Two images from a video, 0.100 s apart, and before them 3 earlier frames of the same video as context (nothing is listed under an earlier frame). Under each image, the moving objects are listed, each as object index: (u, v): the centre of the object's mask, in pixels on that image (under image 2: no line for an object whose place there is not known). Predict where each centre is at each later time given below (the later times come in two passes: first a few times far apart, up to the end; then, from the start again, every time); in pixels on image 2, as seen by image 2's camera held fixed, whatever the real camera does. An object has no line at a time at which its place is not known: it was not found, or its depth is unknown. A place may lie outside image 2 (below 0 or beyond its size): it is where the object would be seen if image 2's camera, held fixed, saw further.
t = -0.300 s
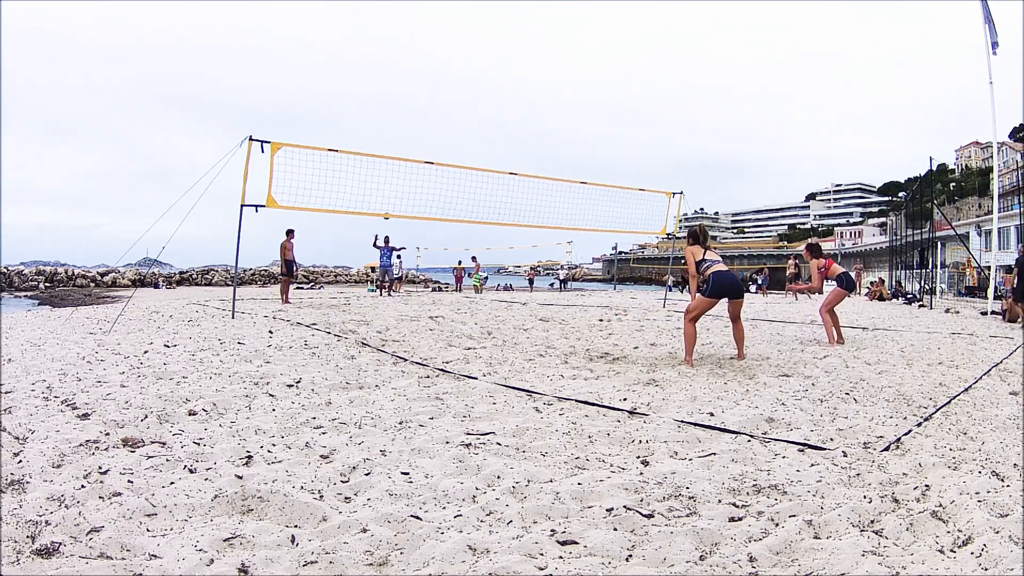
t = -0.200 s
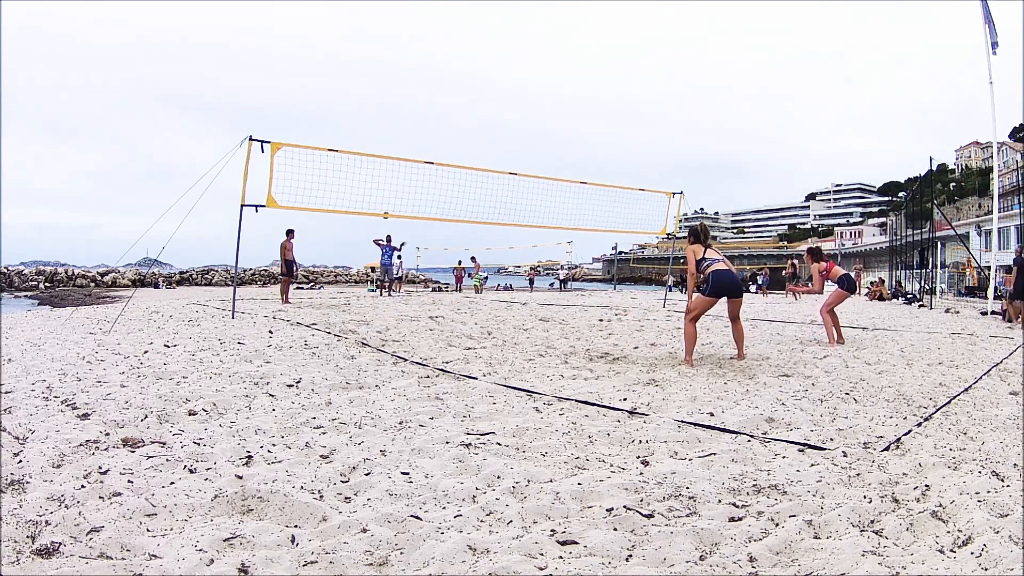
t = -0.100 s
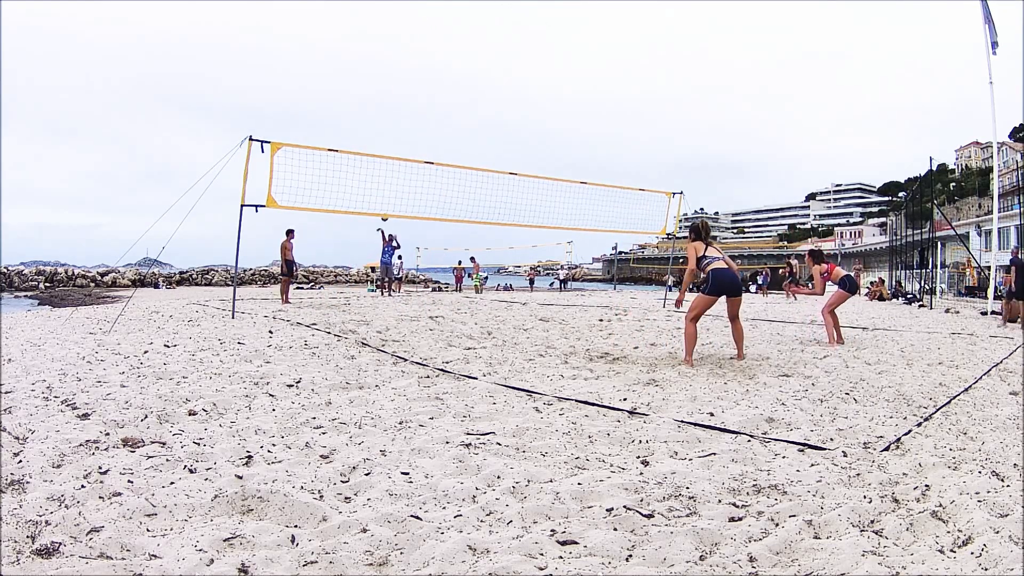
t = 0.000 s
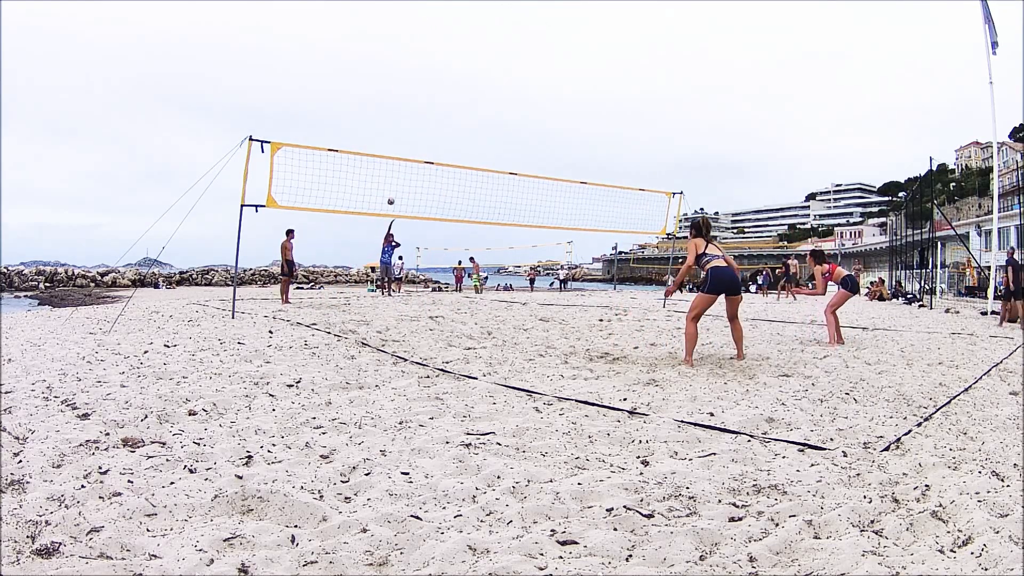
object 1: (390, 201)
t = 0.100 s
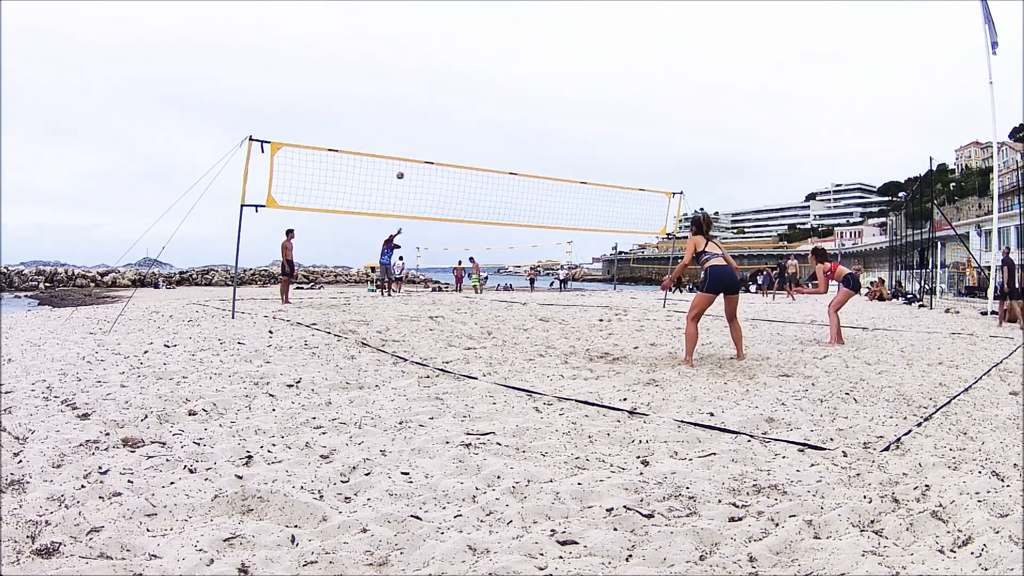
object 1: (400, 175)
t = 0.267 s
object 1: (417, 137)
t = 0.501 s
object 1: (443, 93)
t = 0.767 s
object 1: (479, 61)
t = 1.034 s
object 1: (523, 57)
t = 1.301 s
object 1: (584, 95)
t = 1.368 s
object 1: (604, 114)
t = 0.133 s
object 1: (403, 167)
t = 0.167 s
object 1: (407, 160)
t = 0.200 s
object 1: (410, 151)
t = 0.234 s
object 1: (413, 144)
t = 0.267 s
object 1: (417, 137)
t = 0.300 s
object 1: (420, 130)
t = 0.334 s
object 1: (424, 123)
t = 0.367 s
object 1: (428, 116)
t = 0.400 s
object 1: (431, 110)
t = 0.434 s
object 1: (435, 104)
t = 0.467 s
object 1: (439, 98)
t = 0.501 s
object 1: (443, 93)
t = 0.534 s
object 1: (447, 88)
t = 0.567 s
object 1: (451, 83)
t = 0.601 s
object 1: (456, 78)
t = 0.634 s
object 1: (461, 73)
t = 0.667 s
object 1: (466, 69)
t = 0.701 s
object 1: (470, 66)
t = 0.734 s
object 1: (475, 63)
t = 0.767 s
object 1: (479, 61)
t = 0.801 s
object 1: (485, 58)
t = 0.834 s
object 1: (490, 57)
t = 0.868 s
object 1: (495, 56)
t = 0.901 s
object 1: (500, 55)
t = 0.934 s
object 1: (506, 54)
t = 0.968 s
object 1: (511, 55)
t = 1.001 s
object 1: (517, 55)
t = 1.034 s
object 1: (523, 57)
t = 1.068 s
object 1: (530, 59)
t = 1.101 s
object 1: (537, 61)
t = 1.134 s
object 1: (544, 65)
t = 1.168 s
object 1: (551, 69)
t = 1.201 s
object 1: (559, 74)
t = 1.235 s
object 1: (567, 80)
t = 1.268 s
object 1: (575, 87)
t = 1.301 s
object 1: (584, 95)
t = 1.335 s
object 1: (593, 104)
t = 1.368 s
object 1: (604, 114)
